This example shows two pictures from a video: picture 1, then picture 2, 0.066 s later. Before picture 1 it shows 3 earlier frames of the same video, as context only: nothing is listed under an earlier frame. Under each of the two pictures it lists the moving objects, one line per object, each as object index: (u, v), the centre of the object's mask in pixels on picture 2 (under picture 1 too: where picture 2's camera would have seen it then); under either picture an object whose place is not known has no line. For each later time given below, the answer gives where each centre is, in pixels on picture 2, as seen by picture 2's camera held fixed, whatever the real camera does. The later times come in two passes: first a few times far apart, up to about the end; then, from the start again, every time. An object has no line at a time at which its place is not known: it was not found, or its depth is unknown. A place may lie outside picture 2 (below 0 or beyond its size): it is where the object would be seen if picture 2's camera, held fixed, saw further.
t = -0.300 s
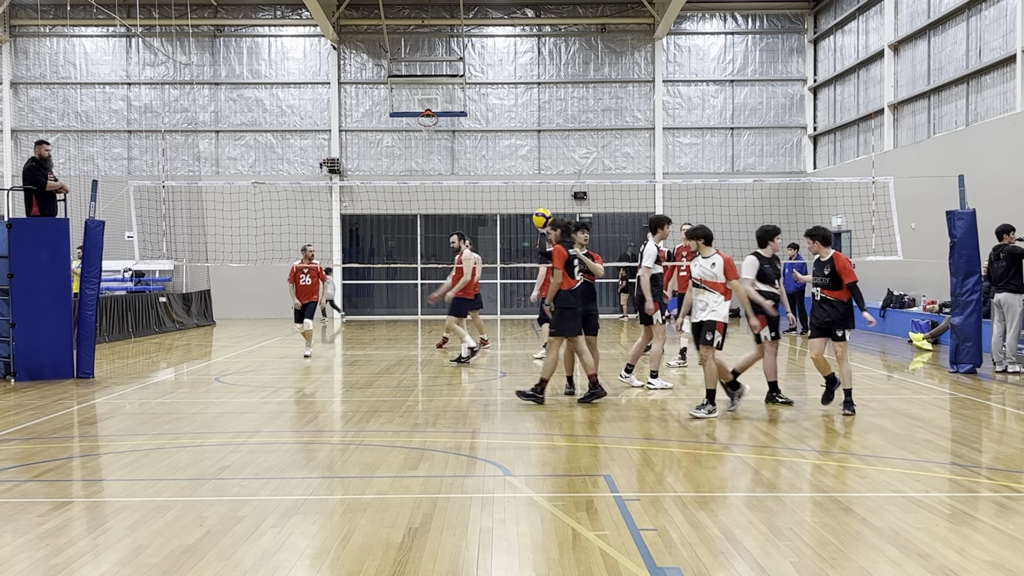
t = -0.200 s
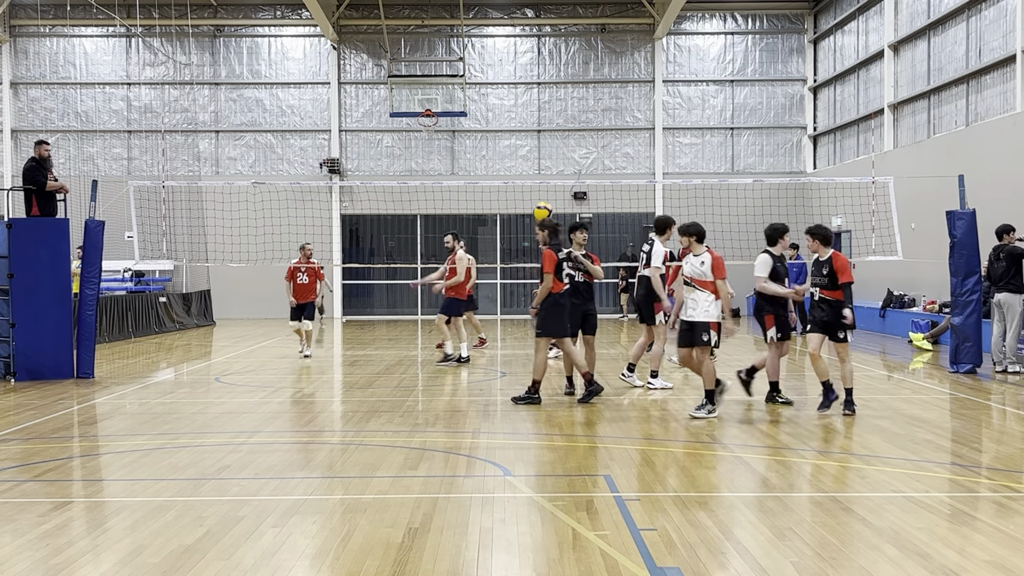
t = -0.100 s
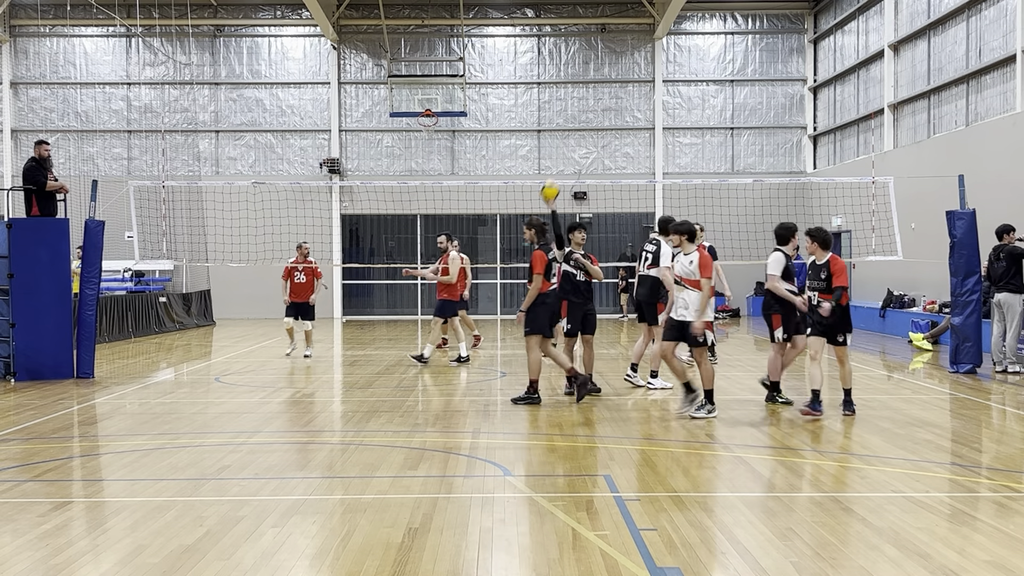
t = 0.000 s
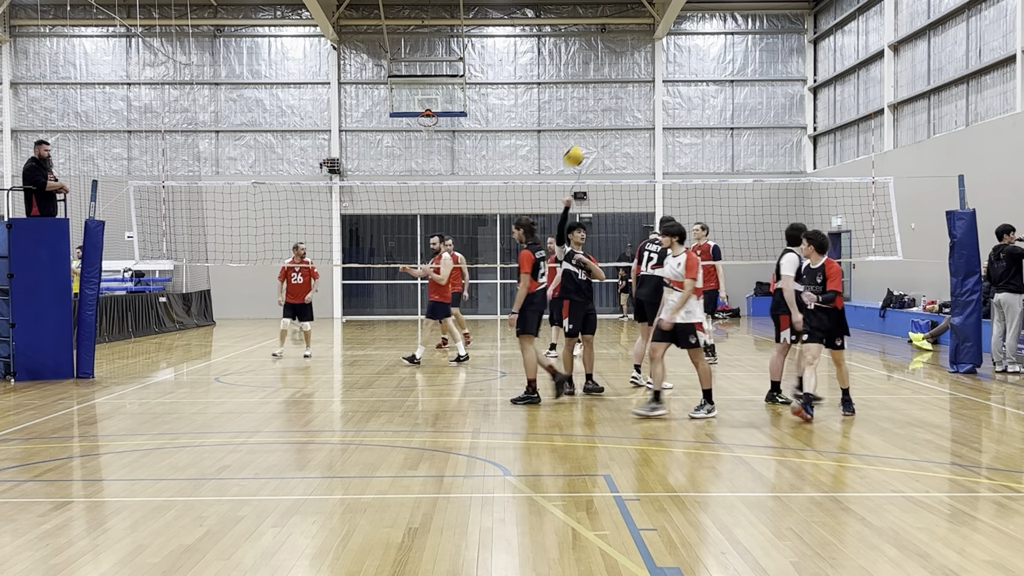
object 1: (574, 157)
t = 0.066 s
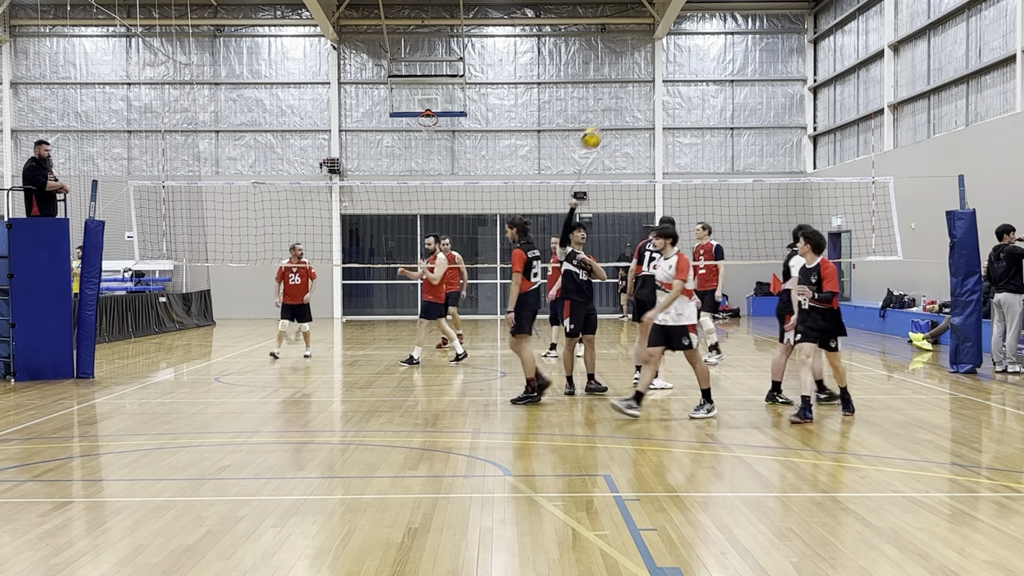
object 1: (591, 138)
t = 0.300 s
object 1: (654, 107)
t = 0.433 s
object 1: (692, 112)
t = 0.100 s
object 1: (599, 130)
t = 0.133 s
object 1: (608, 124)
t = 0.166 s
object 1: (617, 119)
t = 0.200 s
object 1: (626, 114)
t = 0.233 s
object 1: (636, 111)
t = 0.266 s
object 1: (644, 108)
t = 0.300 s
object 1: (654, 107)
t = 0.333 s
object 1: (663, 106)
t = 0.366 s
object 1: (672, 106)
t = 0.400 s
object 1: (682, 108)
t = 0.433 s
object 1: (692, 112)
